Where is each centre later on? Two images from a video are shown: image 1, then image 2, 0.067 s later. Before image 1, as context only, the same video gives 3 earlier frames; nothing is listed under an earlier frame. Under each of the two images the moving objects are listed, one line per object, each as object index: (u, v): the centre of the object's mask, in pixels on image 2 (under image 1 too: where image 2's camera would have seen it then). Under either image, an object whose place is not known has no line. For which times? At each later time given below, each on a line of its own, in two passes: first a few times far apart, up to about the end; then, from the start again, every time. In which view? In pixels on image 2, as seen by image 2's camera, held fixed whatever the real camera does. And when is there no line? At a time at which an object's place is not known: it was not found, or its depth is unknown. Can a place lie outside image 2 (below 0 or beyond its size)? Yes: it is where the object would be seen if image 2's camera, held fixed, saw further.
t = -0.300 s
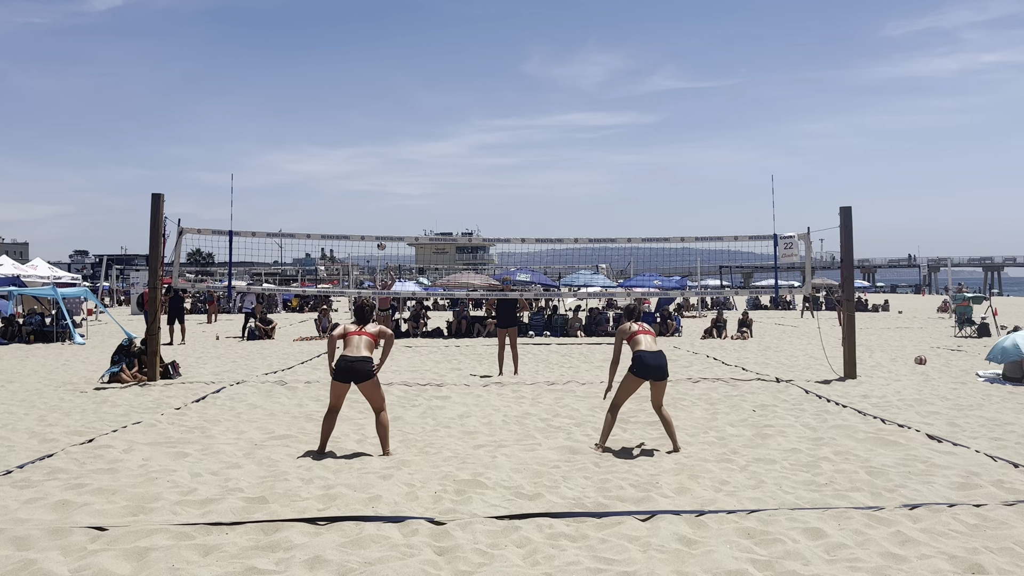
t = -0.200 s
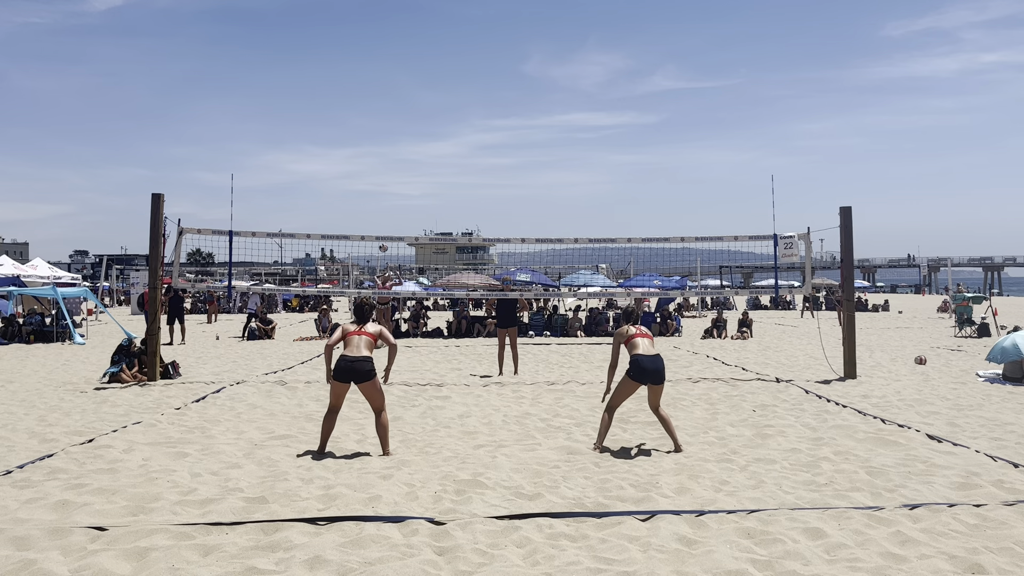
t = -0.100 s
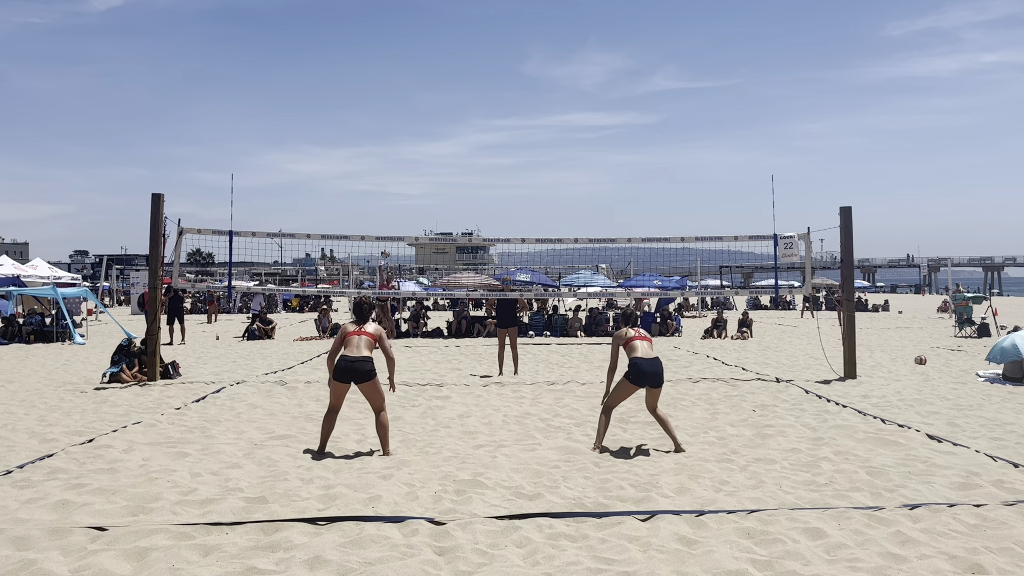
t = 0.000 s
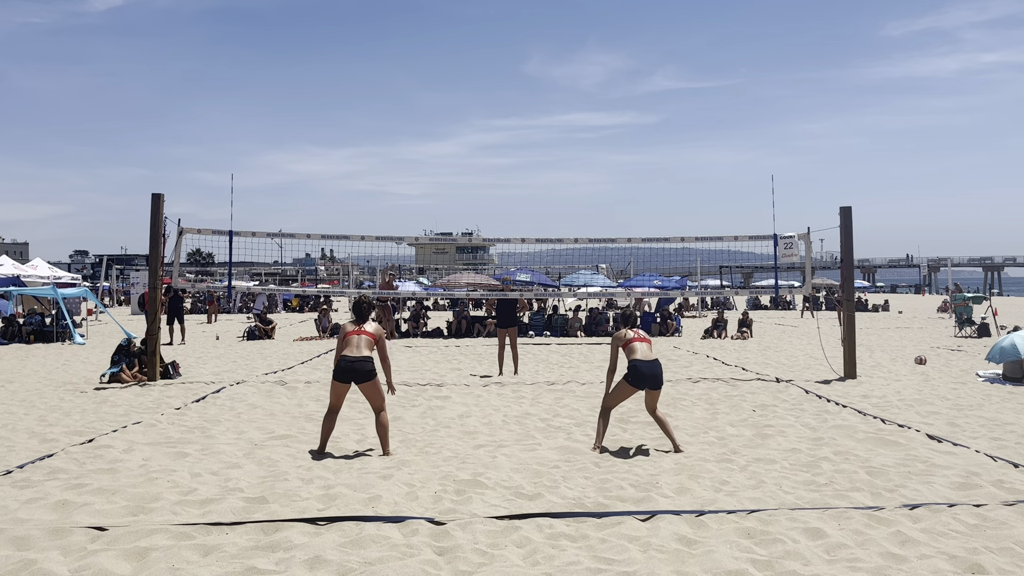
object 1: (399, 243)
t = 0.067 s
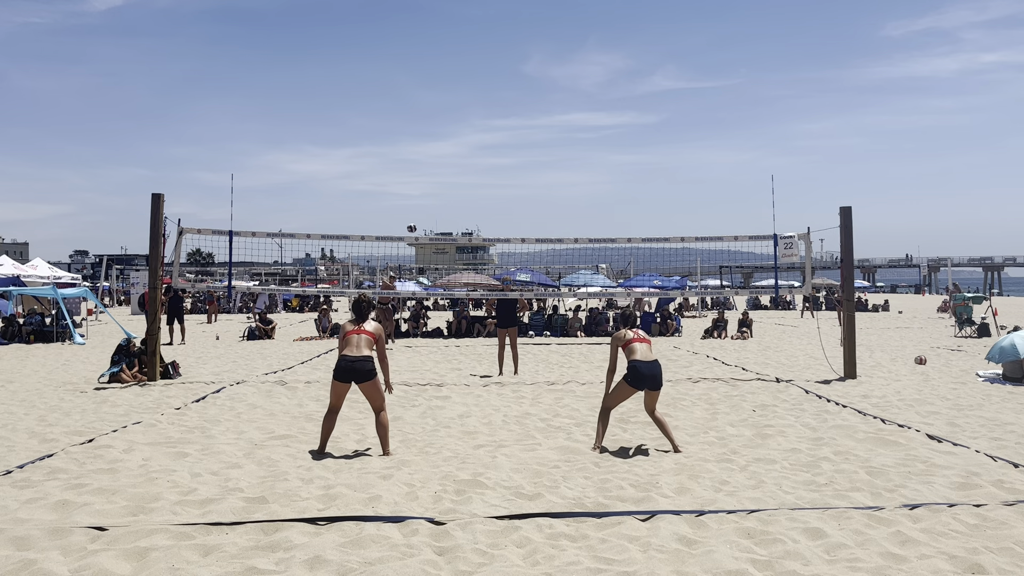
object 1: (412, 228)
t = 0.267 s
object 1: (458, 201)
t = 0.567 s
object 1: (559, 197)
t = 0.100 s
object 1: (418, 223)
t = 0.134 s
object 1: (426, 217)
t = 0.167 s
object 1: (433, 213)
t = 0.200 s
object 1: (441, 208)
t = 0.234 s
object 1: (449, 204)
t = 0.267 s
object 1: (458, 201)
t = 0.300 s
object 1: (467, 198)
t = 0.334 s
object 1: (477, 196)
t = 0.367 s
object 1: (487, 194)
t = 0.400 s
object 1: (497, 193)
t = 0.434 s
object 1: (508, 192)
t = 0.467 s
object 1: (520, 192)
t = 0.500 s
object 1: (532, 193)
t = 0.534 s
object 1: (545, 194)
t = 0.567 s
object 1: (559, 197)
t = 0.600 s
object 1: (573, 200)
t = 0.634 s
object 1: (588, 205)
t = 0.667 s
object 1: (604, 211)
